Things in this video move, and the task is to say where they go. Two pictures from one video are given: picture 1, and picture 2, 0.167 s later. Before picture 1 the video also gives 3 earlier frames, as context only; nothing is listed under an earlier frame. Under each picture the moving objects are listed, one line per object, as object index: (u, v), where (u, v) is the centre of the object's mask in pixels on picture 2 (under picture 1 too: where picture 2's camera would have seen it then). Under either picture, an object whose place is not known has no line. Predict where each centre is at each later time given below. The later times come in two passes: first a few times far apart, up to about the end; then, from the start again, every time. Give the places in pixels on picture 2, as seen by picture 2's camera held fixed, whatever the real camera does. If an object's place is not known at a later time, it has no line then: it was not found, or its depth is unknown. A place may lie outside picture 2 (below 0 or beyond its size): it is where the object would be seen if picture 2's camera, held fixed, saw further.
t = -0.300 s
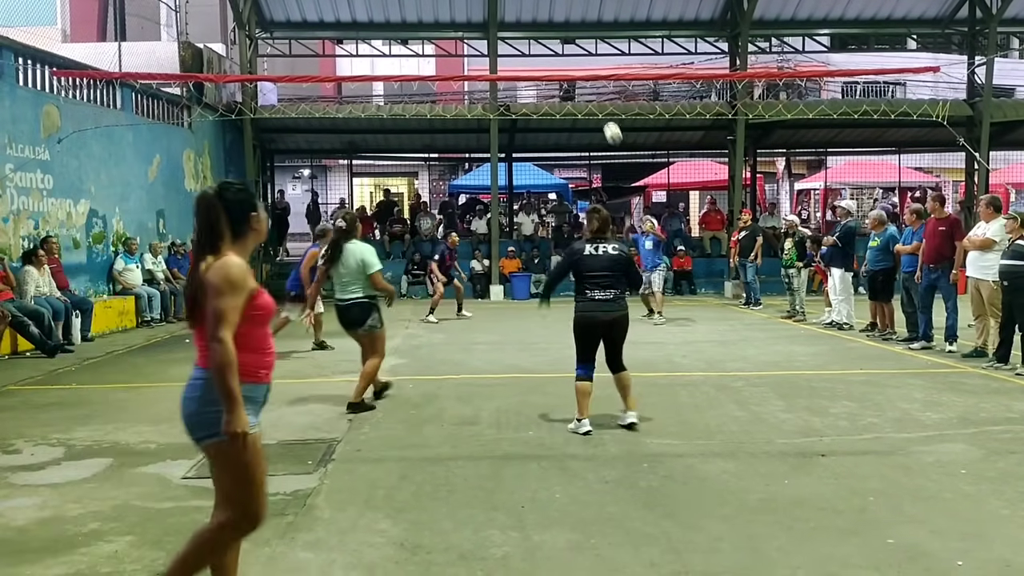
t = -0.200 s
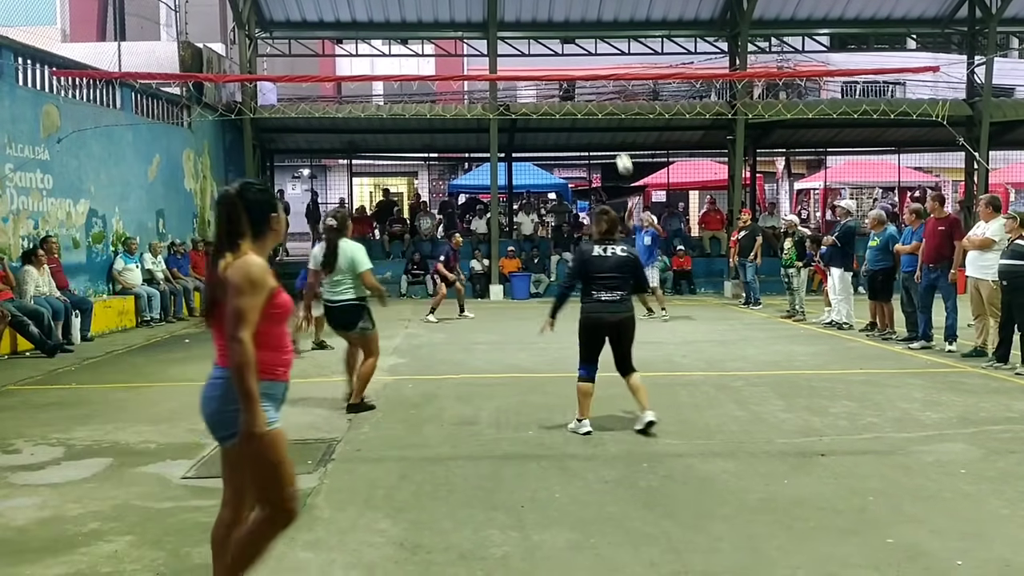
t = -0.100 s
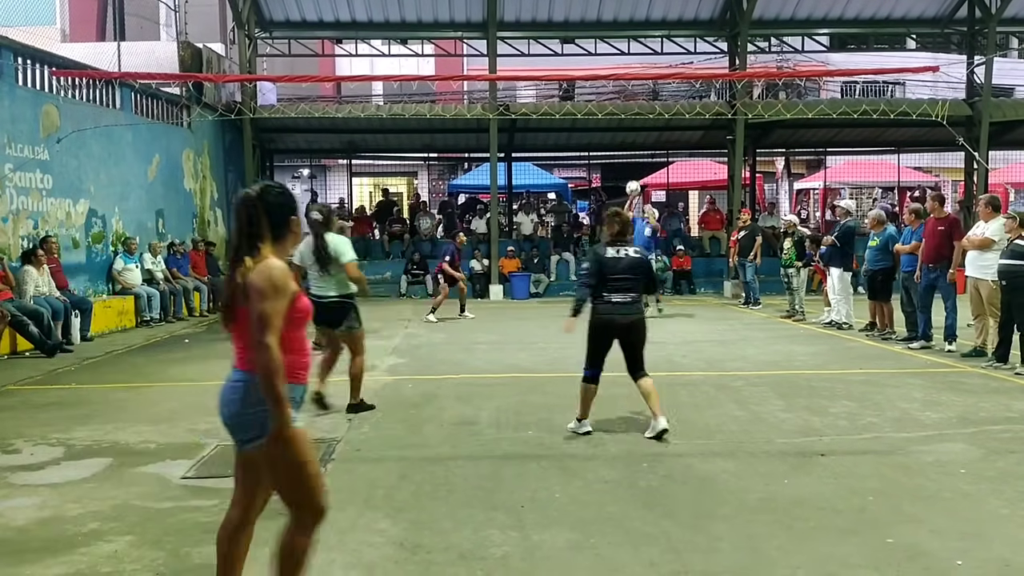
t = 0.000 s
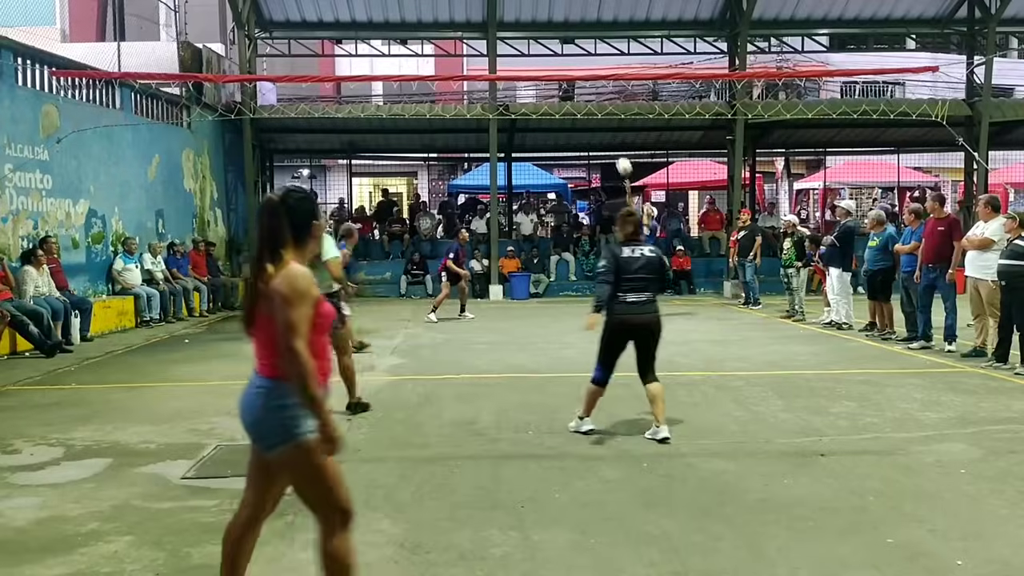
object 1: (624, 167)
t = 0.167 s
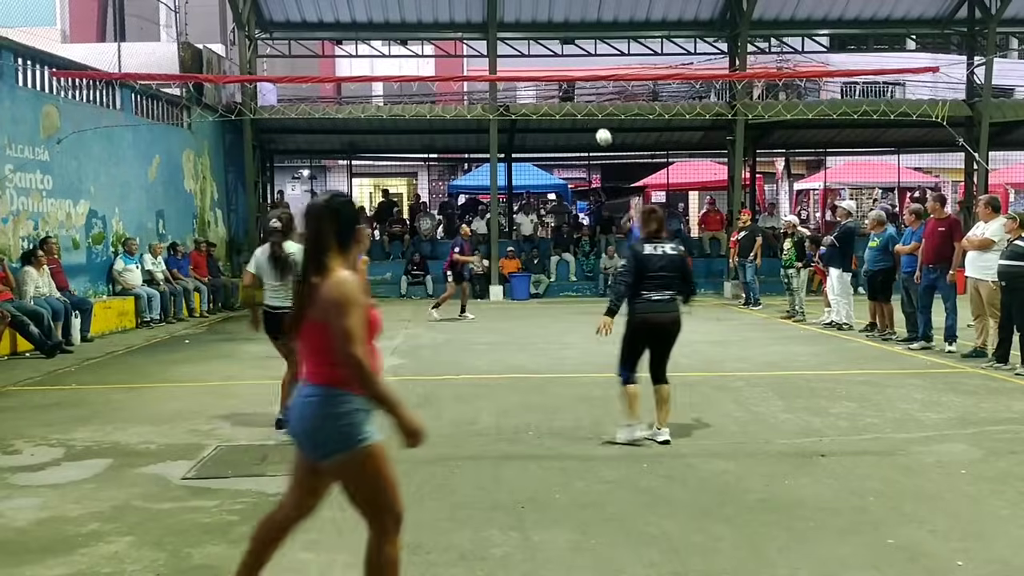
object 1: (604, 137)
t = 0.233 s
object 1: (595, 130)
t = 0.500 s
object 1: (561, 128)
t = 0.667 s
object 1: (540, 149)
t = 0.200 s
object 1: (599, 133)
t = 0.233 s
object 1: (595, 130)
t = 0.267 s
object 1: (591, 127)
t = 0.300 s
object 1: (587, 125)
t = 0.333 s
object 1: (582, 124)
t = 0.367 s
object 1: (578, 123)
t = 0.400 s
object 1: (574, 124)
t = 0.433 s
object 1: (570, 124)
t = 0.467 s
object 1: (566, 126)
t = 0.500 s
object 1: (561, 128)
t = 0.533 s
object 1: (557, 131)
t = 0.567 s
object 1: (553, 135)
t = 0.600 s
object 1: (548, 139)
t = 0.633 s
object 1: (544, 144)
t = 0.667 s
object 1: (540, 149)
